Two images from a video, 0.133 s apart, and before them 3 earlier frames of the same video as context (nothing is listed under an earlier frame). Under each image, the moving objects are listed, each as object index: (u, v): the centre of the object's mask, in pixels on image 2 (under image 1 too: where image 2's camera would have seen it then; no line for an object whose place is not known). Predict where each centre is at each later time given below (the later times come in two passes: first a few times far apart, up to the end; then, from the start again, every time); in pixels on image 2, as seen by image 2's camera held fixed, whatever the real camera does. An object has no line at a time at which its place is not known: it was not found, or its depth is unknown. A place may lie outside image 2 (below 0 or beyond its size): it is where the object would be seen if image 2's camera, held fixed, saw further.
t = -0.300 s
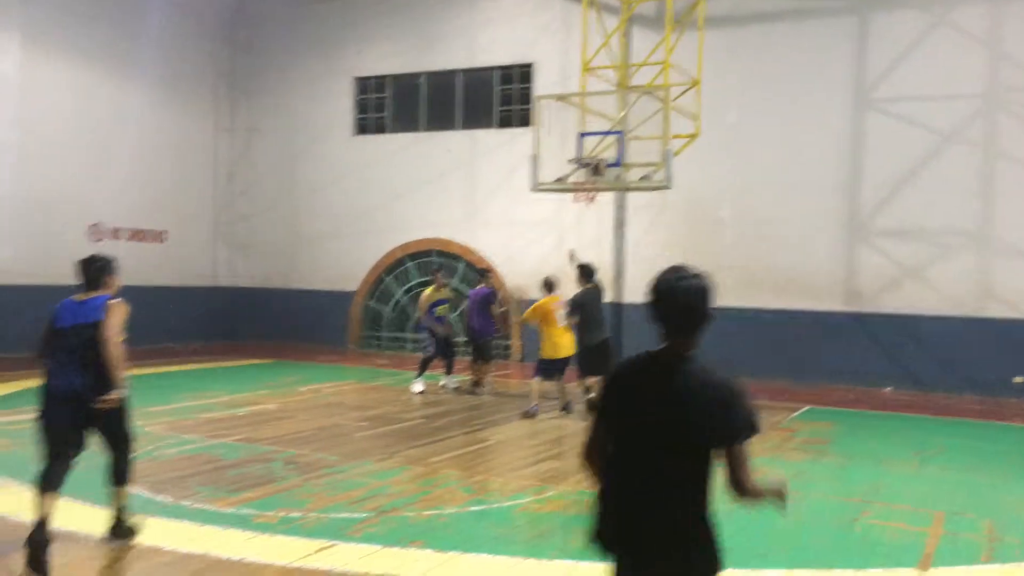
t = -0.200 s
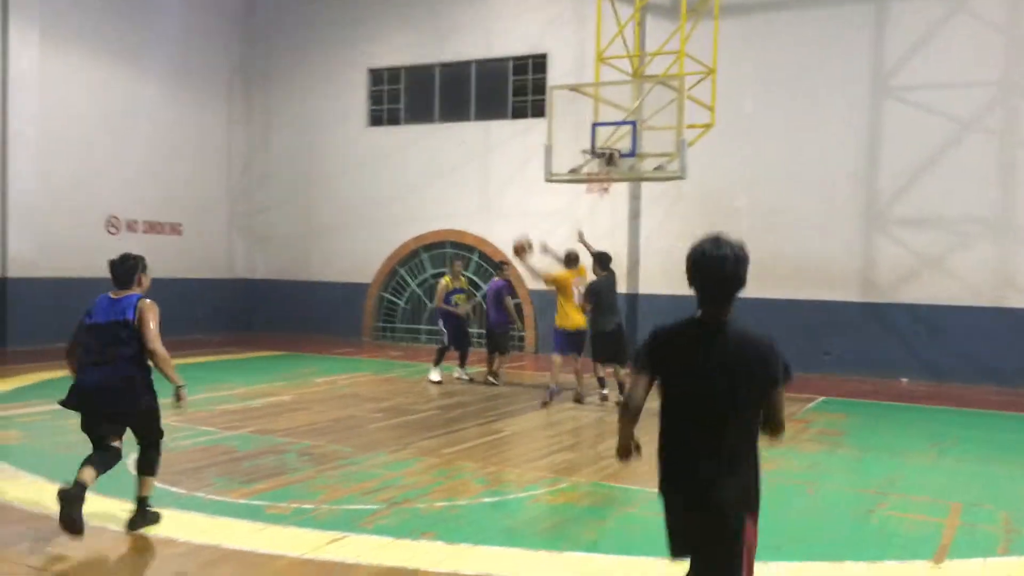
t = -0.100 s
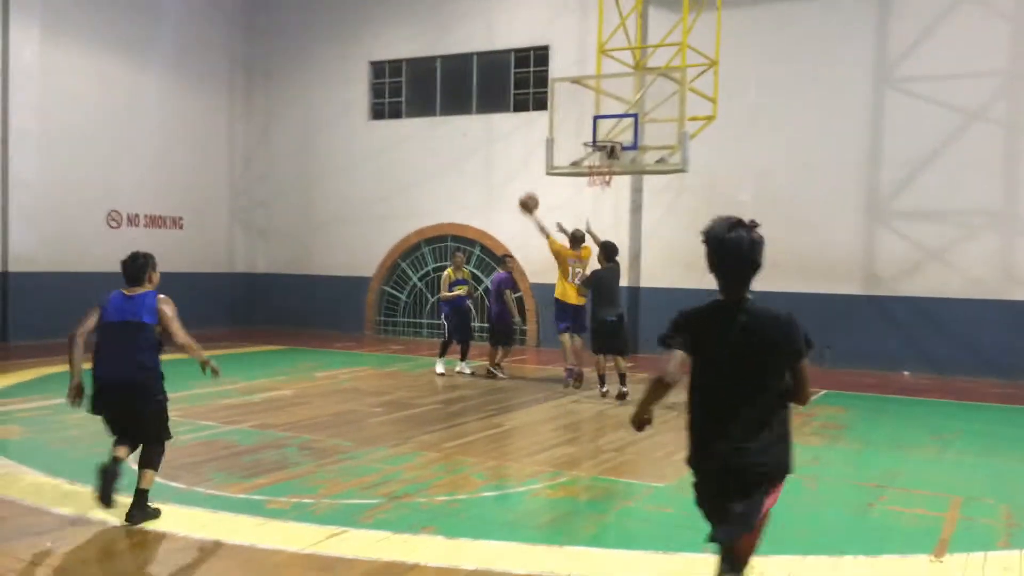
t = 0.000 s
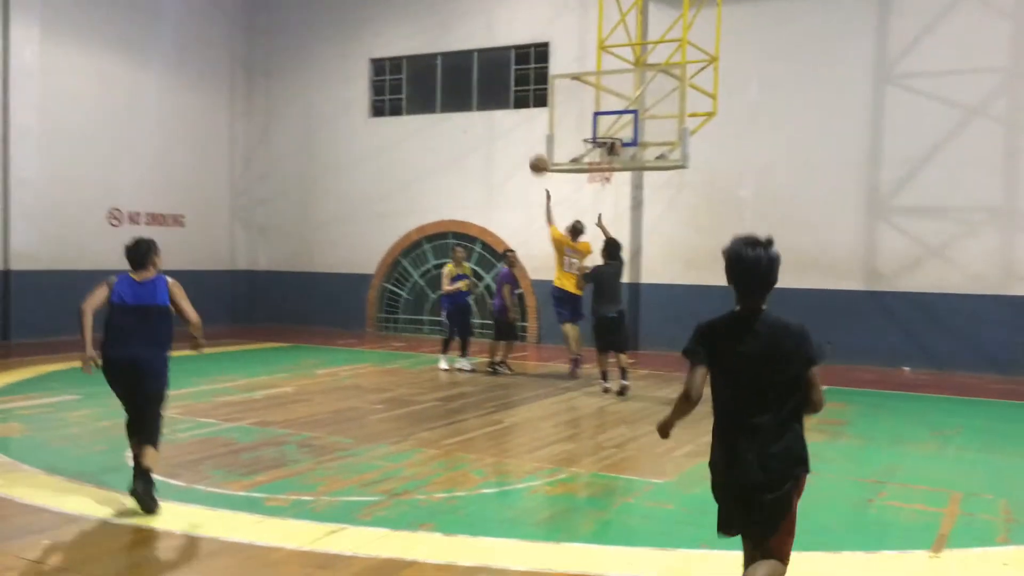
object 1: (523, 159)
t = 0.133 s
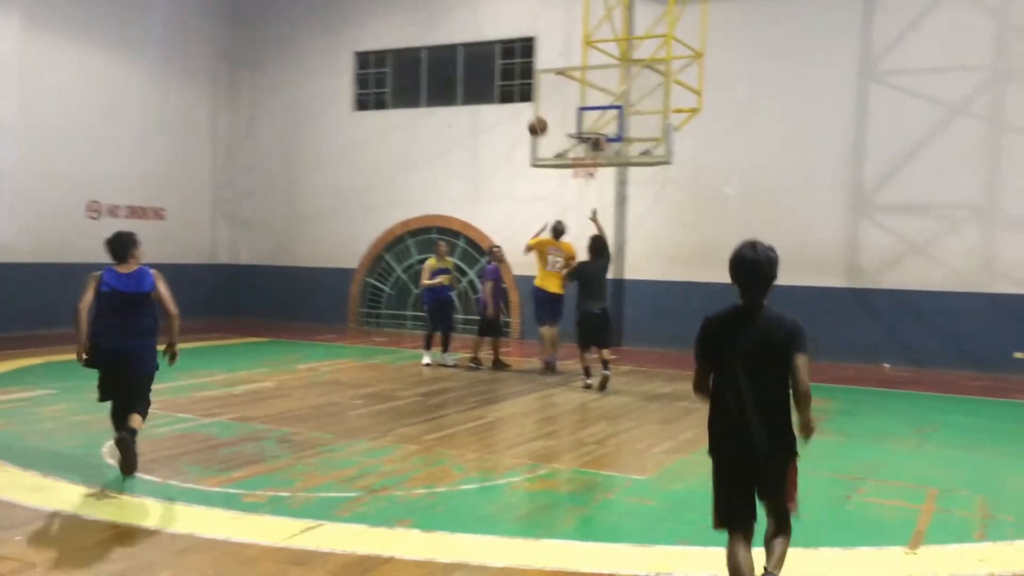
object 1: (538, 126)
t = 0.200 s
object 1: (545, 116)
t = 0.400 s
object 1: (564, 106)
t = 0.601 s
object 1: (582, 127)
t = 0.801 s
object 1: (596, 167)
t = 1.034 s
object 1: (607, 161)
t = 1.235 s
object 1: (601, 172)
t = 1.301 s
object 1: (598, 181)
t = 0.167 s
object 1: (541, 121)
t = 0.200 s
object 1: (545, 116)
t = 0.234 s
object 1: (548, 112)
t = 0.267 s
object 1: (551, 109)
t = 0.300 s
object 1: (555, 107)
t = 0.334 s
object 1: (558, 106)
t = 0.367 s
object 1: (561, 105)
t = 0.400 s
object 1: (564, 106)
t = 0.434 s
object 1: (567, 107)
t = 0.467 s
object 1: (571, 110)
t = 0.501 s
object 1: (573, 112)
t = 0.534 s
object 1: (576, 117)
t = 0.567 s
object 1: (579, 122)
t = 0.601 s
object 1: (582, 127)
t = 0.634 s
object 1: (584, 134)
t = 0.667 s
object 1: (586, 142)
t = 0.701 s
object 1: (586, 149)
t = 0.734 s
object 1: (590, 158)
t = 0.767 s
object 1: (595, 162)
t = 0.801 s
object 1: (596, 167)
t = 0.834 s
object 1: (597, 166)
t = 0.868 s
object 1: (600, 163)
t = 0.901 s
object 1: (602, 161)
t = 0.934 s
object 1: (603, 159)
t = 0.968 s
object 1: (603, 159)
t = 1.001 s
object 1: (605, 160)
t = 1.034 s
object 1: (607, 161)
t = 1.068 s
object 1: (607, 162)
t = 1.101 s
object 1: (607, 163)
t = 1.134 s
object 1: (606, 164)
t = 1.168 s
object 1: (604, 165)
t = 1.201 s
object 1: (603, 170)
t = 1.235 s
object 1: (601, 172)
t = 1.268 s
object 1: (599, 176)
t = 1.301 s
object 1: (598, 181)
